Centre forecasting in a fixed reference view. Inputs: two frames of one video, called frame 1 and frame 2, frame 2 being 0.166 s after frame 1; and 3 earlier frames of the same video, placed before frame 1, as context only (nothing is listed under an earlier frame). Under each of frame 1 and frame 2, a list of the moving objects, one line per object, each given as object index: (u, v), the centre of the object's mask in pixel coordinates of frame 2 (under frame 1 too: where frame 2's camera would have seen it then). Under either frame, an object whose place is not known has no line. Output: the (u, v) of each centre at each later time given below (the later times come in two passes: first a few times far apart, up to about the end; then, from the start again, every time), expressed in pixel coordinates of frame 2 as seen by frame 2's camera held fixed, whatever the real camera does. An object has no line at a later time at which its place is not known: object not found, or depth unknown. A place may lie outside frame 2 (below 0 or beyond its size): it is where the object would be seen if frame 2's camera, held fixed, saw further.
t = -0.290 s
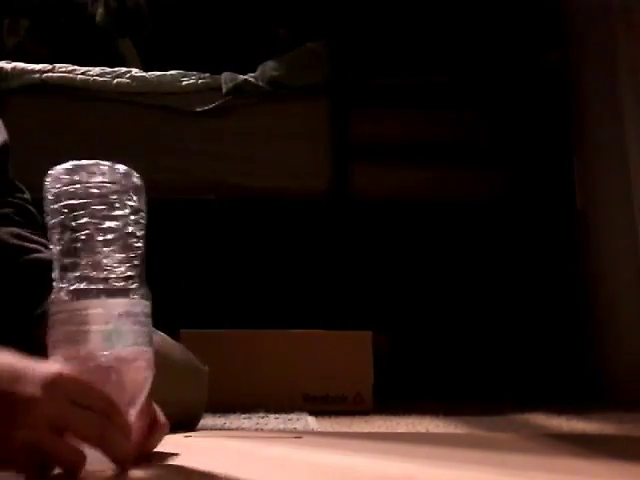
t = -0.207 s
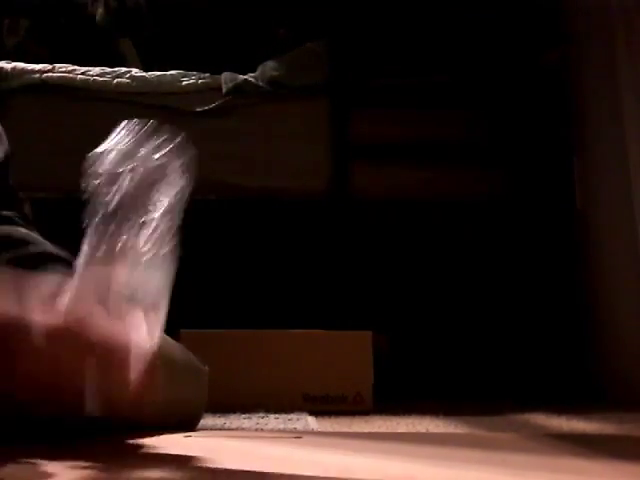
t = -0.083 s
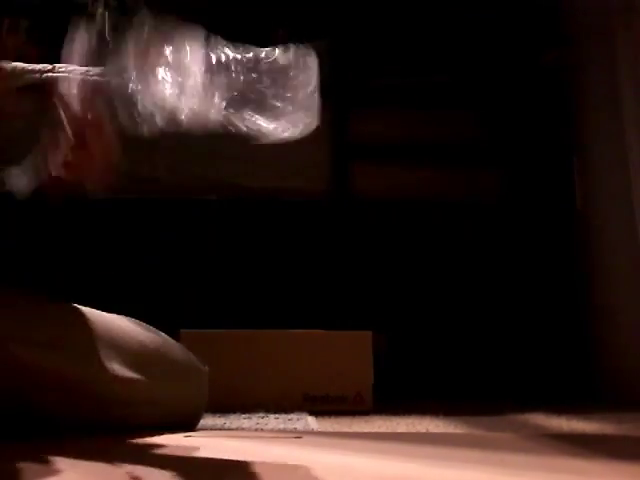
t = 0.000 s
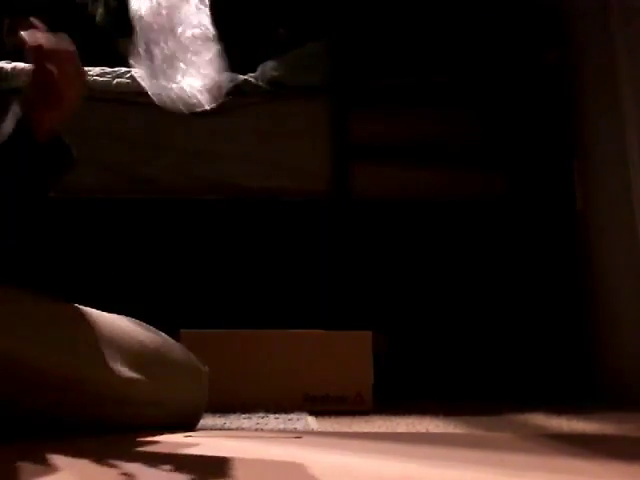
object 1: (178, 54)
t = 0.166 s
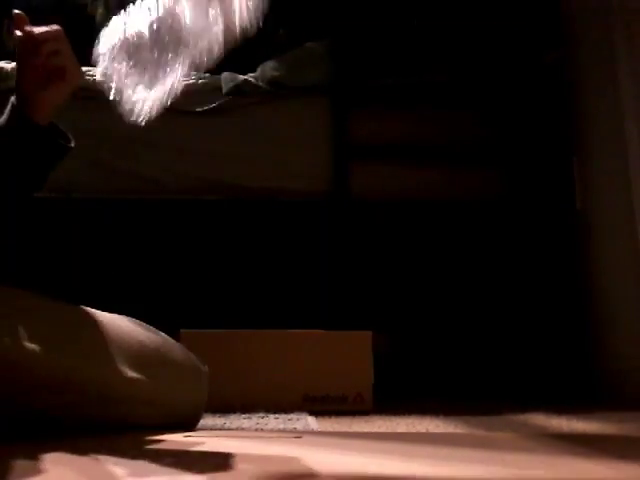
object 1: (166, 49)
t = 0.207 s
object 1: (188, 76)
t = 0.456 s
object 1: (208, 382)
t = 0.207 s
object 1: (188, 76)
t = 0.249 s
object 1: (203, 140)
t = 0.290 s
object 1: (215, 243)
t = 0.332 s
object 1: (201, 401)
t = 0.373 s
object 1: (206, 390)
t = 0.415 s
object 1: (206, 383)
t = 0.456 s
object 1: (208, 382)
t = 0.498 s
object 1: (218, 392)
